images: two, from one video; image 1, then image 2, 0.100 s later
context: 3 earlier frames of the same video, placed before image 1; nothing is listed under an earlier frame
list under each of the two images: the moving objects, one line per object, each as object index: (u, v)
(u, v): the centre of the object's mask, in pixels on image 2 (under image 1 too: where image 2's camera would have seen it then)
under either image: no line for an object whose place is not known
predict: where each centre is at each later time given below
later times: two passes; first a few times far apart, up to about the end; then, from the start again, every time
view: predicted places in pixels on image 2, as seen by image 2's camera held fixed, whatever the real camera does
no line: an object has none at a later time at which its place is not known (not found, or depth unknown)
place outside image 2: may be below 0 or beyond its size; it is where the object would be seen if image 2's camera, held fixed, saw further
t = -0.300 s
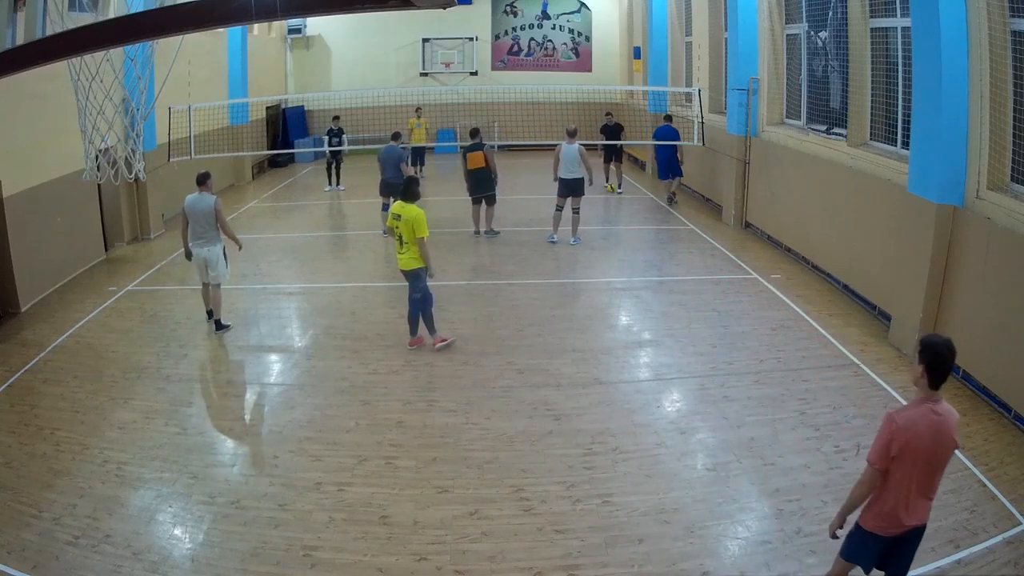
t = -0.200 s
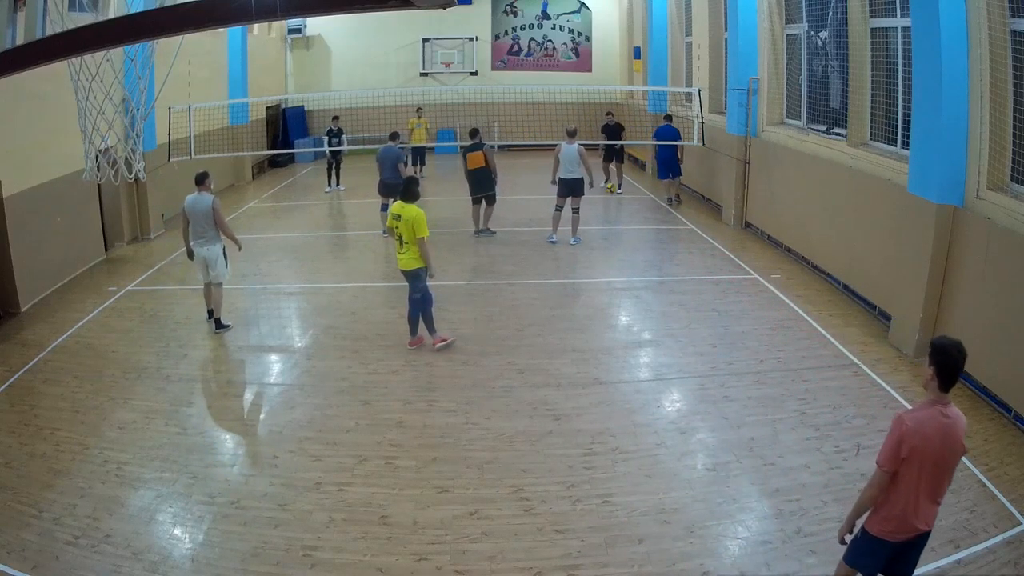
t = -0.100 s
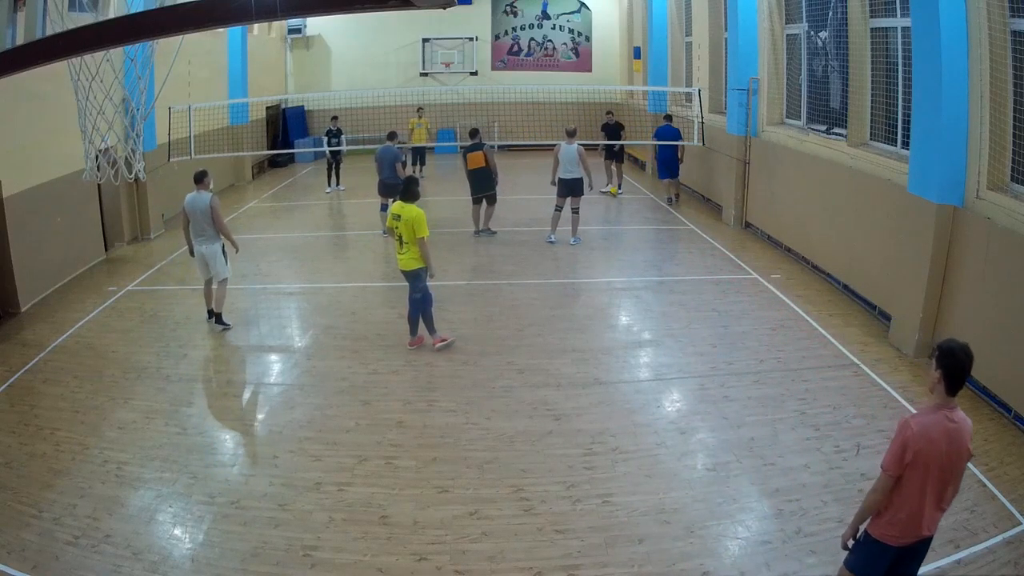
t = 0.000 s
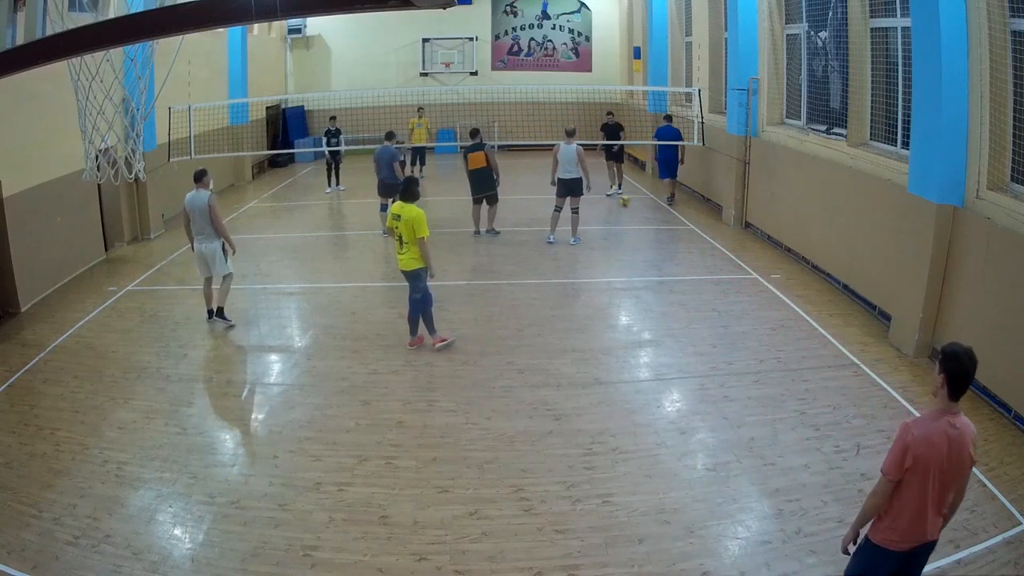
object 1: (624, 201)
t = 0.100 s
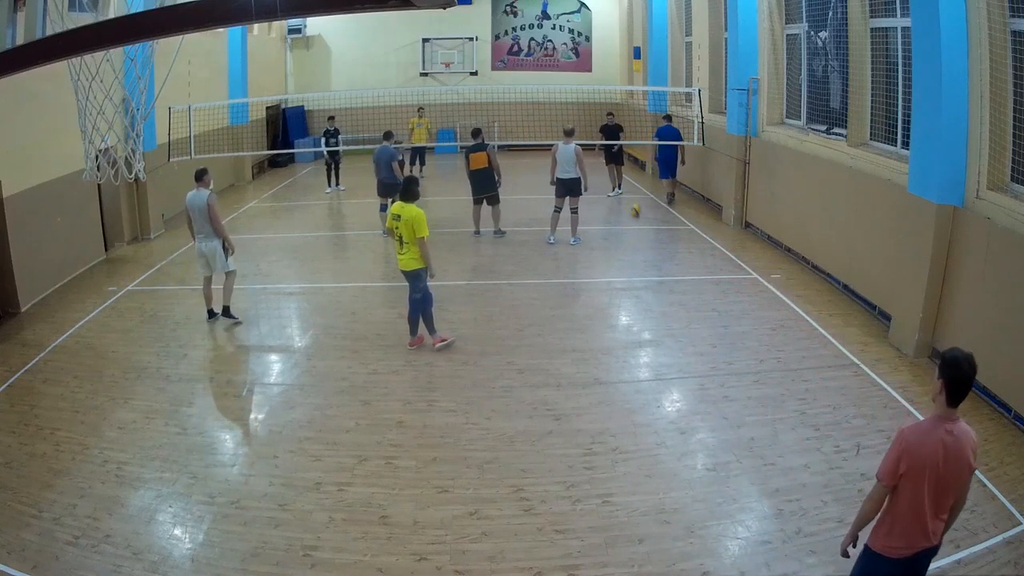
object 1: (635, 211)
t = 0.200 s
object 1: (647, 221)
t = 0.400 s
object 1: (674, 243)
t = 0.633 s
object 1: (709, 274)
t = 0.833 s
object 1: (742, 301)
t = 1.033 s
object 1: (781, 336)
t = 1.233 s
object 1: (828, 377)
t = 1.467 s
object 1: (895, 435)
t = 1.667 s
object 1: (958, 499)
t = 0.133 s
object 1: (640, 215)
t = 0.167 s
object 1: (644, 218)
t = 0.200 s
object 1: (647, 221)
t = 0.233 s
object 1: (653, 226)
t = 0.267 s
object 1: (657, 229)
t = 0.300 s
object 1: (661, 232)
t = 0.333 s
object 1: (665, 236)
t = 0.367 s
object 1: (670, 239)
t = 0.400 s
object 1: (674, 243)
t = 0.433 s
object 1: (680, 247)
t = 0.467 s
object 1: (684, 251)
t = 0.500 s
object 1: (689, 256)
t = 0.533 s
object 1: (694, 261)
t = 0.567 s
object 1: (699, 265)
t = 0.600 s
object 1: (704, 269)
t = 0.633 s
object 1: (709, 274)
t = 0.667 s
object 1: (714, 278)
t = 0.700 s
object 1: (720, 282)
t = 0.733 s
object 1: (725, 286)
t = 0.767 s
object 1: (730, 292)
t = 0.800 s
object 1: (736, 297)
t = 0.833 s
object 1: (742, 301)
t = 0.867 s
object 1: (748, 307)
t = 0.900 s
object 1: (754, 313)
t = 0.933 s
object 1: (760, 317)
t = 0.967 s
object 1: (767, 323)
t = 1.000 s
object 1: (774, 330)
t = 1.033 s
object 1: (781, 336)
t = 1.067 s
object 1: (789, 343)
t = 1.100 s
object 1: (796, 350)
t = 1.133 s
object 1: (803, 357)
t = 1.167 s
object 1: (812, 362)
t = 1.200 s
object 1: (820, 369)
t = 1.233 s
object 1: (828, 377)
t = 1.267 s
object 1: (837, 386)
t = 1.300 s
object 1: (846, 393)
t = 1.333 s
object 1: (856, 400)
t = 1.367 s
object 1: (865, 410)
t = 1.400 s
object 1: (873, 419)
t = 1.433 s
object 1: (885, 429)
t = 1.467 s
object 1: (895, 435)
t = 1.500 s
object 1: (905, 443)
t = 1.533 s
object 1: (916, 454)
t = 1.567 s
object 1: (925, 468)
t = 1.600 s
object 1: (935, 481)
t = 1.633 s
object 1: (947, 489)
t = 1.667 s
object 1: (958, 499)
